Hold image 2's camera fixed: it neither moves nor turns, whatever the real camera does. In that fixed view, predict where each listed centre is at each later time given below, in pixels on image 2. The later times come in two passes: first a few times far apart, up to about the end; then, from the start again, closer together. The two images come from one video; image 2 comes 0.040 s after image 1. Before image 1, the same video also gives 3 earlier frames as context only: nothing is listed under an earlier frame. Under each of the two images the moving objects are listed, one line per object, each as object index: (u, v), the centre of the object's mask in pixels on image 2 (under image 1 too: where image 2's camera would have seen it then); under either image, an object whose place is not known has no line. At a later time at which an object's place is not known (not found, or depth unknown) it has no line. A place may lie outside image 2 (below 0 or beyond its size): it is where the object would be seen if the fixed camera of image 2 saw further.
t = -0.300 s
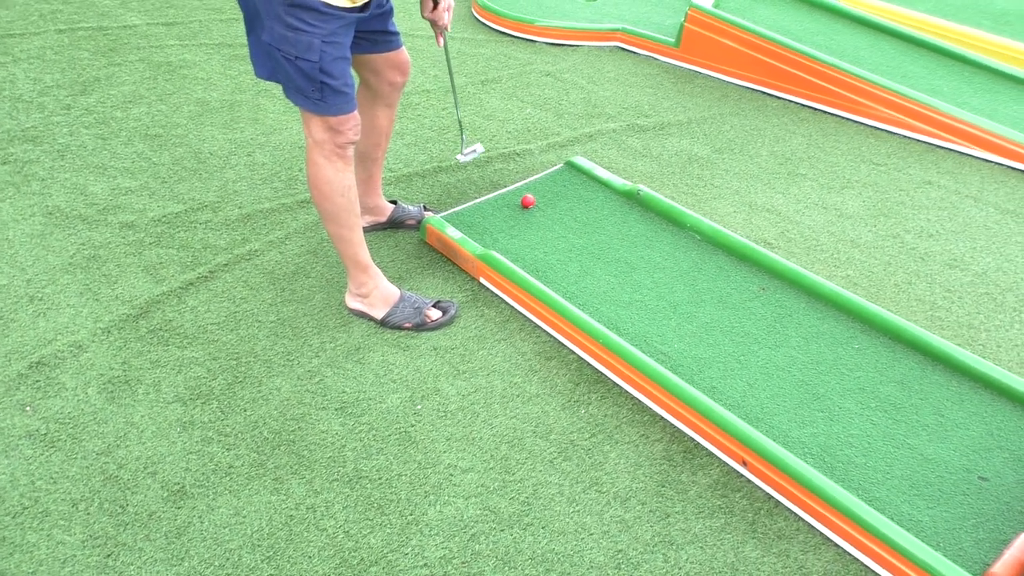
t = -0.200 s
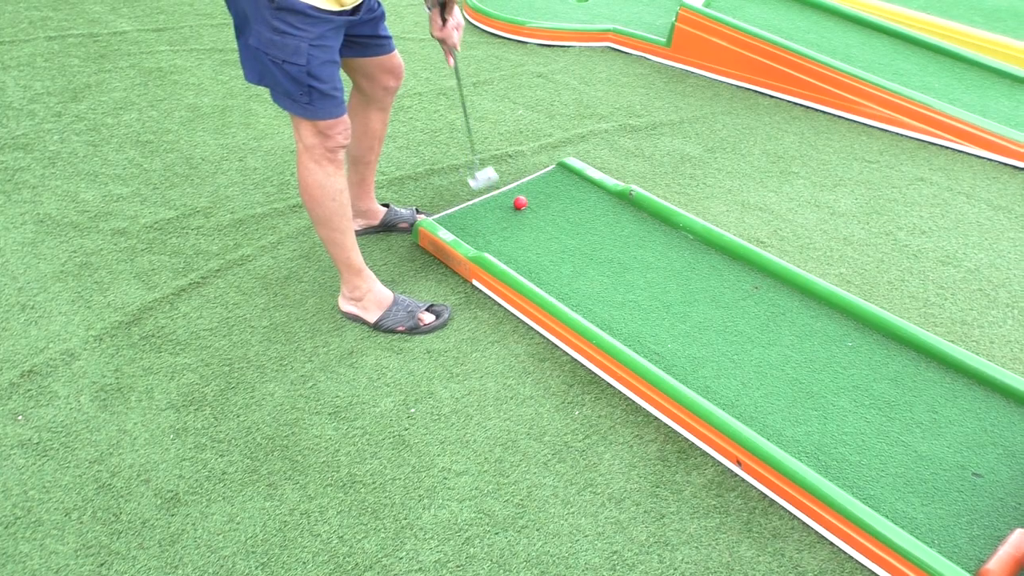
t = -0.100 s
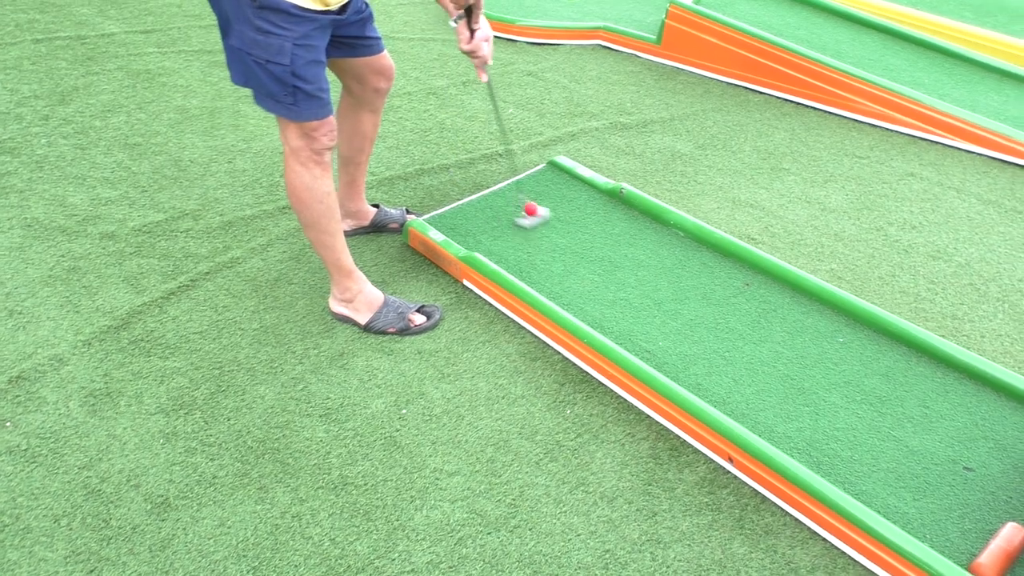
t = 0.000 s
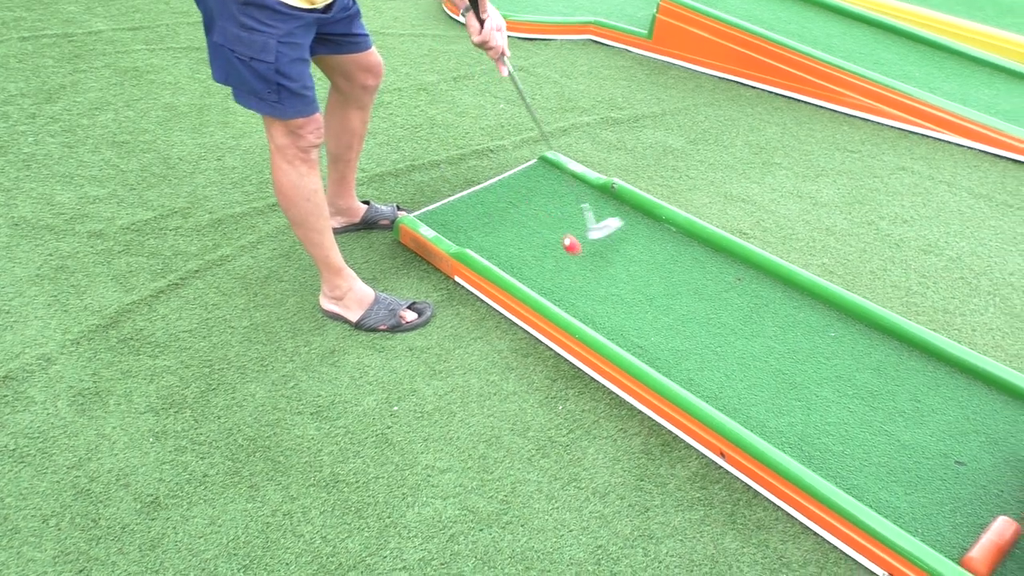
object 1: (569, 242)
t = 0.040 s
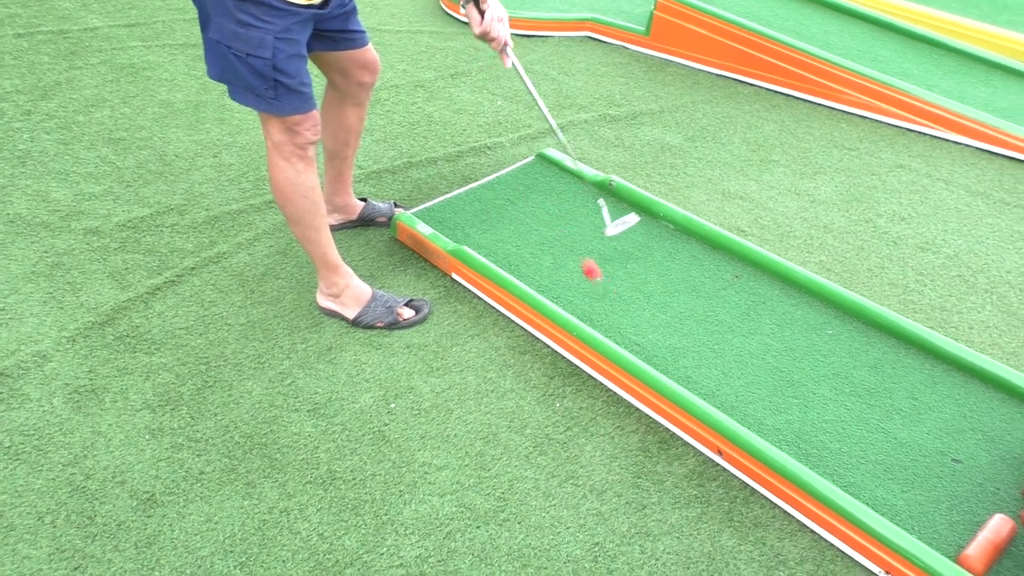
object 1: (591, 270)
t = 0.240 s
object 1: (713, 380)
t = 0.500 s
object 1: (854, 481)
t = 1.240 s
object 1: (913, 523)
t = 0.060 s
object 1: (603, 287)
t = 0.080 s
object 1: (615, 305)
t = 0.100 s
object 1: (627, 327)
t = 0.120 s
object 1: (640, 348)
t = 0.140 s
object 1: (651, 356)
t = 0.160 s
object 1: (663, 359)
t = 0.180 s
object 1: (675, 362)
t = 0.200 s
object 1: (688, 367)
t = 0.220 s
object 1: (700, 372)
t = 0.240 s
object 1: (713, 380)
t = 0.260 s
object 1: (726, 389)
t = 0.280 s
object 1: (739, 400)
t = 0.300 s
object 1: (752, 412)
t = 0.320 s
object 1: (765, 424)
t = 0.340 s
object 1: (774, 427)
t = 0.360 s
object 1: (785, 432)
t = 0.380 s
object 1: (794, 436)
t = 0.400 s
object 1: (804, 444)
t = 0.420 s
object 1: (813, 451)
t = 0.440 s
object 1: (823, 461)
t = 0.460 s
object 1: (832, 469)
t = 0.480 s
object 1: (843, 475)
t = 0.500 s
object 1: (854, 481)
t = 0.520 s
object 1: (864, 490)
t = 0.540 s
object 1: (875, 498)
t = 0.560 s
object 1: (885, 504)
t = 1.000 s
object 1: (921, 527)
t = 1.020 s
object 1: (919, 527)
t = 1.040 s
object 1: (918, 526)
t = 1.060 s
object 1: (917, 526)
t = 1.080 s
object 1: (916, 526)
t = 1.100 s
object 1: (916, 526)
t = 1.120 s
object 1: (915, 525)
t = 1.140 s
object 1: (914, 525)
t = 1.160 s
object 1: (914, 524)
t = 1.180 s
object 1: (914, 524)
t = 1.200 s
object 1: (914, 524)
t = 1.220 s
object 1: (913, 524)
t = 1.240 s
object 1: (913, 523)
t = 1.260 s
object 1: (913, 523)
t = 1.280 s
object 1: (913, 523)
